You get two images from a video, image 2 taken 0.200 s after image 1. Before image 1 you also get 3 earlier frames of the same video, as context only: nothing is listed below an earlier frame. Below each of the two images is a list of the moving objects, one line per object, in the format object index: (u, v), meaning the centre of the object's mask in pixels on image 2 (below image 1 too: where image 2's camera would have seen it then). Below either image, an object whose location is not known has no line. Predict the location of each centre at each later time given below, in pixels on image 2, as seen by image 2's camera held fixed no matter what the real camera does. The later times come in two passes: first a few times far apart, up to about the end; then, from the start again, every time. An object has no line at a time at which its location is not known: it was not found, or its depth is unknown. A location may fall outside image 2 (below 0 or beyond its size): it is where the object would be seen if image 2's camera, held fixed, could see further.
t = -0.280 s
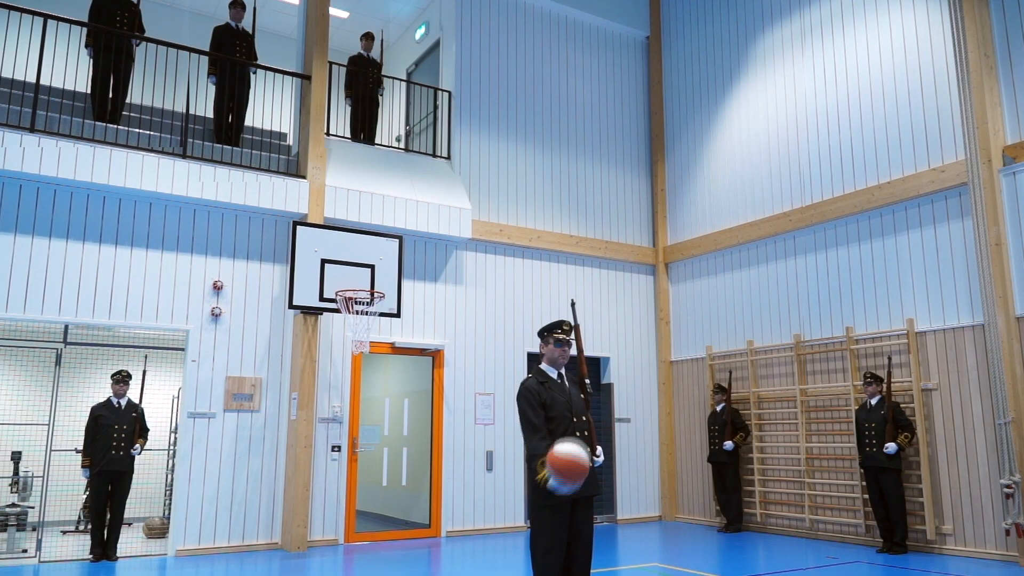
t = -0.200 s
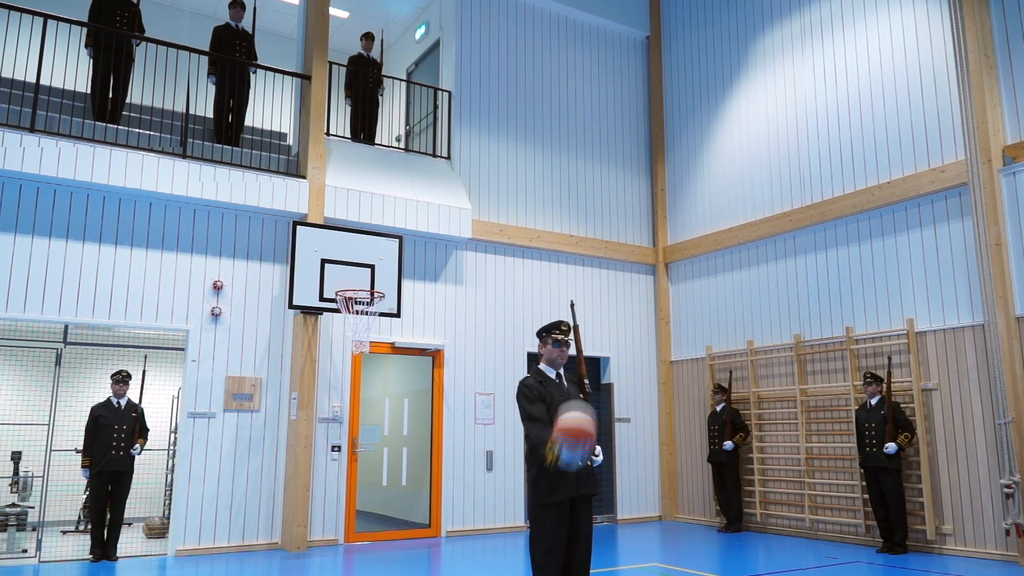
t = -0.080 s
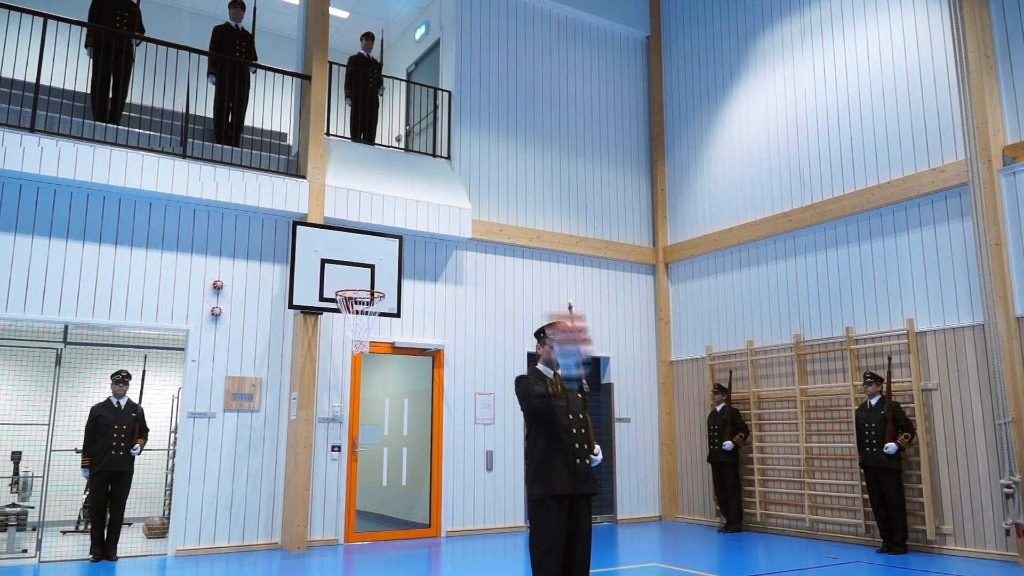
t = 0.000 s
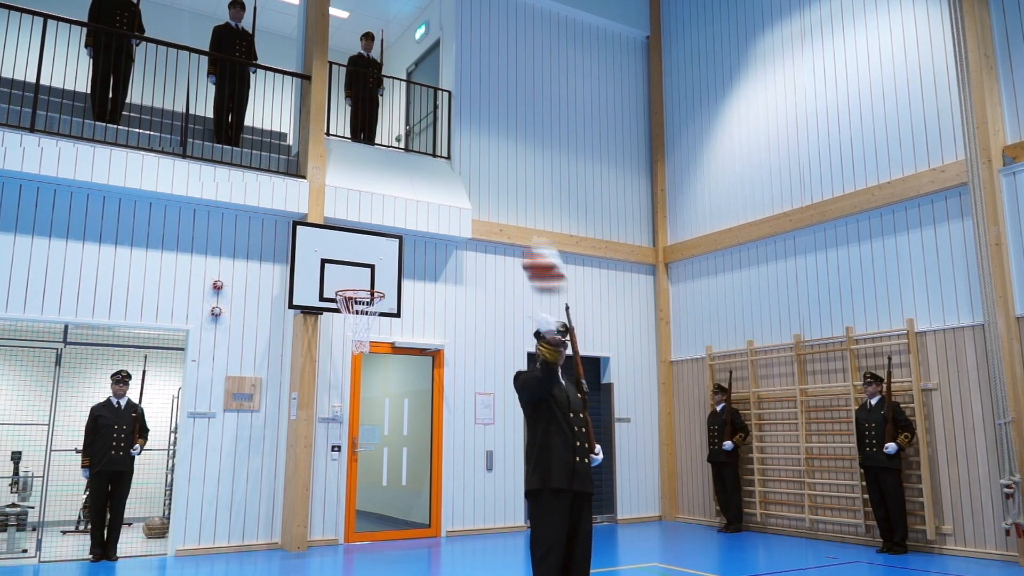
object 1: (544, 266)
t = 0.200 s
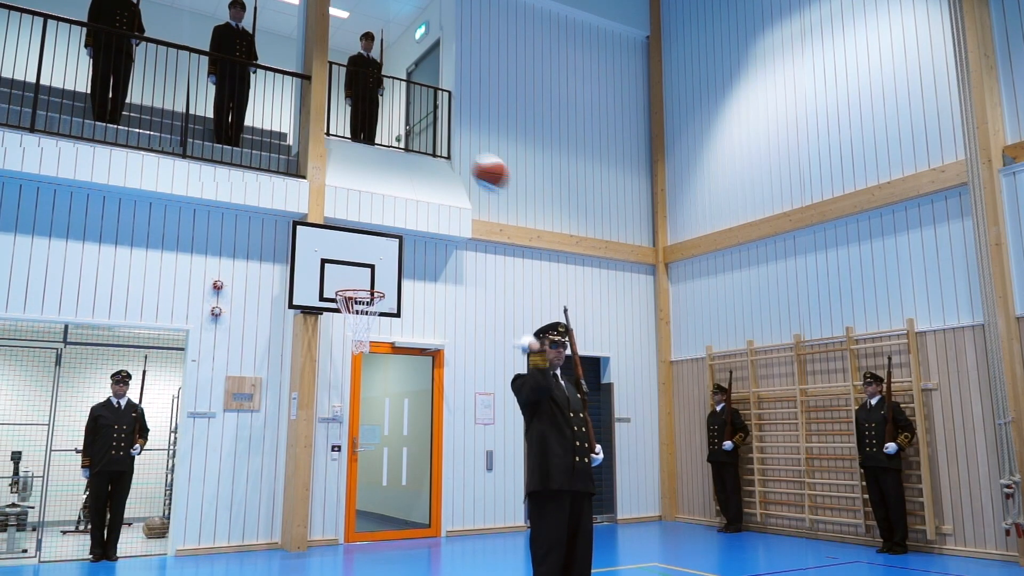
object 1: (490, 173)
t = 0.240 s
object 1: (482, 164)
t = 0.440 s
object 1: (443, 151)
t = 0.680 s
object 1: (406, 194)
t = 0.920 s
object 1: (375, 281)
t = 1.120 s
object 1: (350, 296)
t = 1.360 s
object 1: (376, 319)
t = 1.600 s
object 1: (361, 341)
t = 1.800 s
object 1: (341, 388)
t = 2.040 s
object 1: (316, 499)
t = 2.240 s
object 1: (297, 515)
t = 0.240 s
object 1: (482, 164)
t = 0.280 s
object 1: (473, 158)
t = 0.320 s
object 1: (465, 153)
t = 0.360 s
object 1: (457, 151)
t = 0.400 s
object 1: (450, 150)
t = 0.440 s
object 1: (443, 151)
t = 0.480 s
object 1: (436, 154)
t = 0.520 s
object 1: (429, 159)
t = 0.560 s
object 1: (423, 165)
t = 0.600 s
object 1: (417, 173)
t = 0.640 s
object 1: (412, 181)
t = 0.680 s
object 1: (406, 194)
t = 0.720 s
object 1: (401, 205)
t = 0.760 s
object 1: (395, 218)
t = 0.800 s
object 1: (390, 232)
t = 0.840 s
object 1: (385, 249)
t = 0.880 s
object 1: (380, 265)
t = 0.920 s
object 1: (375, 281)
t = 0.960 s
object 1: (370, 285)
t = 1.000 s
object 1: (365, 294)
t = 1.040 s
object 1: (359, 296)
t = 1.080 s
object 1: (350, 298)
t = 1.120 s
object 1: (350, 296)
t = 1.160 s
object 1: (355, 296)
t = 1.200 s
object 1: (359, 298)
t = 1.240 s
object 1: (365, 302)
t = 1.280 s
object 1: (369, 304)
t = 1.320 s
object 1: (372, 311)
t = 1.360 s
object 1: (376, 319)
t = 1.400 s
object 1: (377, 324)
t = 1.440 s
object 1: (376, 330)
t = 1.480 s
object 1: (375, 332)
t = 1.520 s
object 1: (369, 333)
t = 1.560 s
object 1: (365, 337)
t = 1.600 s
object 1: (361, 341)
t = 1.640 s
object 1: (357, 348)
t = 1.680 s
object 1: (354, 355)
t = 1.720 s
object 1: (350, 364)
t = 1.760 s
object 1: (345, 375)
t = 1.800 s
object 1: (341, 388)
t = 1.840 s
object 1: (337, 401)
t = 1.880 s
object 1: (333, 419)
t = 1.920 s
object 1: (328, 434)
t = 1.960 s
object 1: (324, 456)
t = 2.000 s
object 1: (321, 476)
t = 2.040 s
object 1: (316, 499)
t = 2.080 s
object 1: (311, 525)
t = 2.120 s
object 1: (304, 551)
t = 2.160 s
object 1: (301, 550)
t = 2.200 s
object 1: (298, 531)
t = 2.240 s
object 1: (297, 515)
